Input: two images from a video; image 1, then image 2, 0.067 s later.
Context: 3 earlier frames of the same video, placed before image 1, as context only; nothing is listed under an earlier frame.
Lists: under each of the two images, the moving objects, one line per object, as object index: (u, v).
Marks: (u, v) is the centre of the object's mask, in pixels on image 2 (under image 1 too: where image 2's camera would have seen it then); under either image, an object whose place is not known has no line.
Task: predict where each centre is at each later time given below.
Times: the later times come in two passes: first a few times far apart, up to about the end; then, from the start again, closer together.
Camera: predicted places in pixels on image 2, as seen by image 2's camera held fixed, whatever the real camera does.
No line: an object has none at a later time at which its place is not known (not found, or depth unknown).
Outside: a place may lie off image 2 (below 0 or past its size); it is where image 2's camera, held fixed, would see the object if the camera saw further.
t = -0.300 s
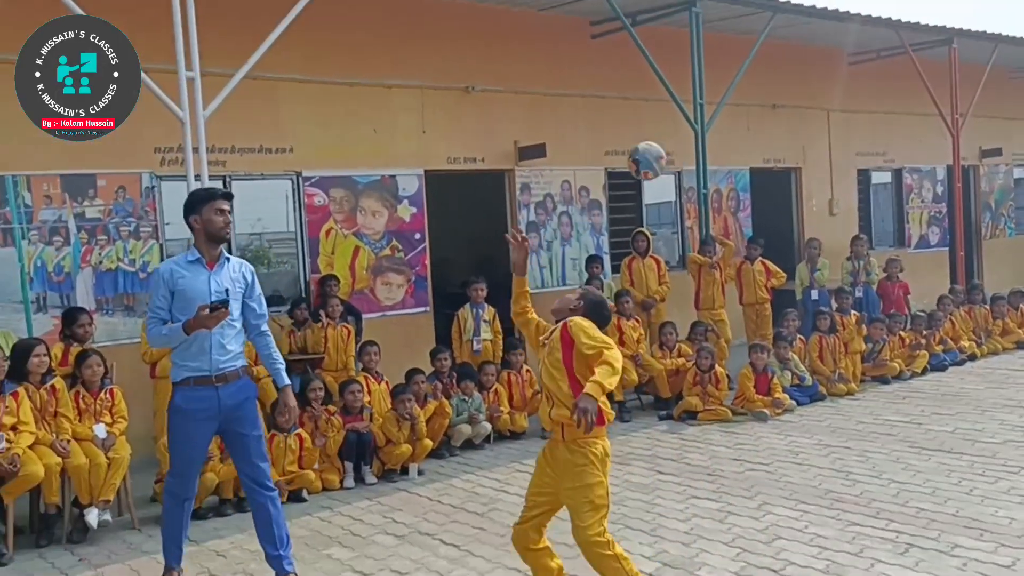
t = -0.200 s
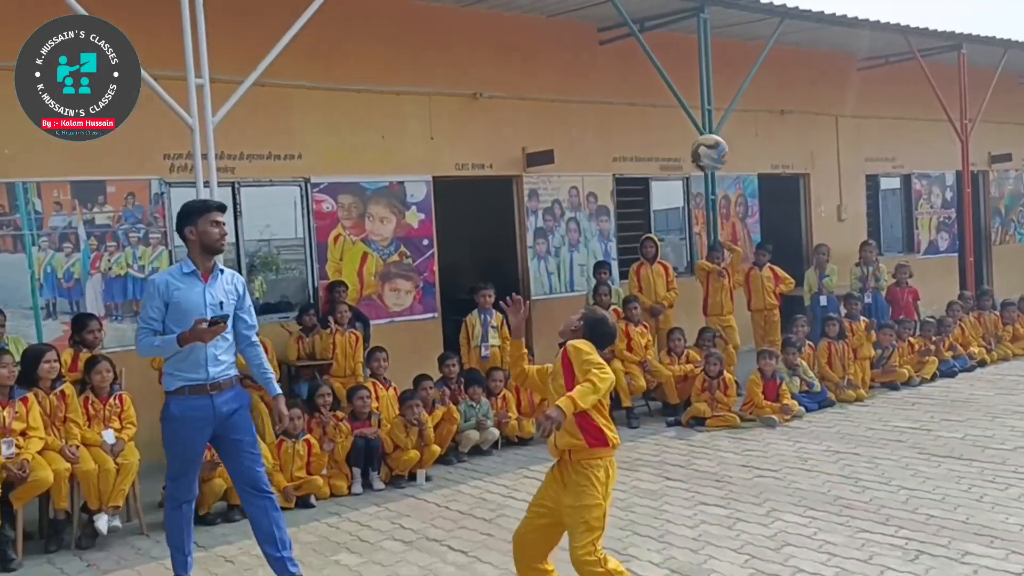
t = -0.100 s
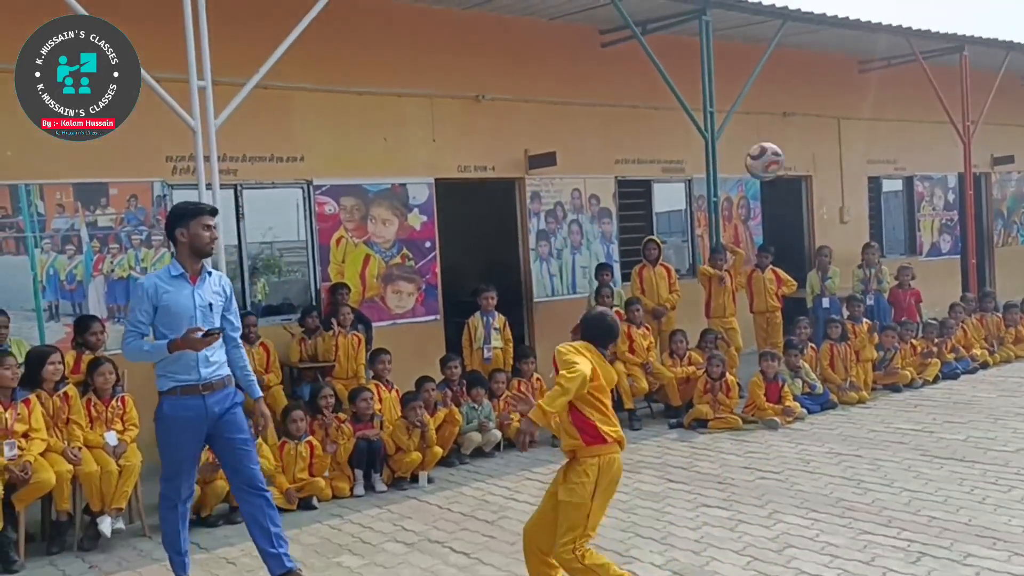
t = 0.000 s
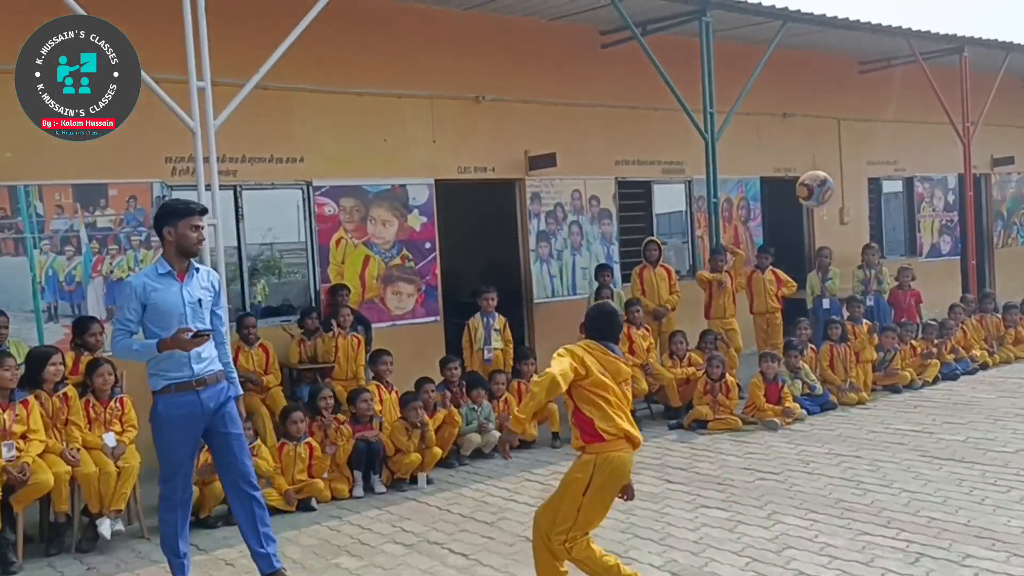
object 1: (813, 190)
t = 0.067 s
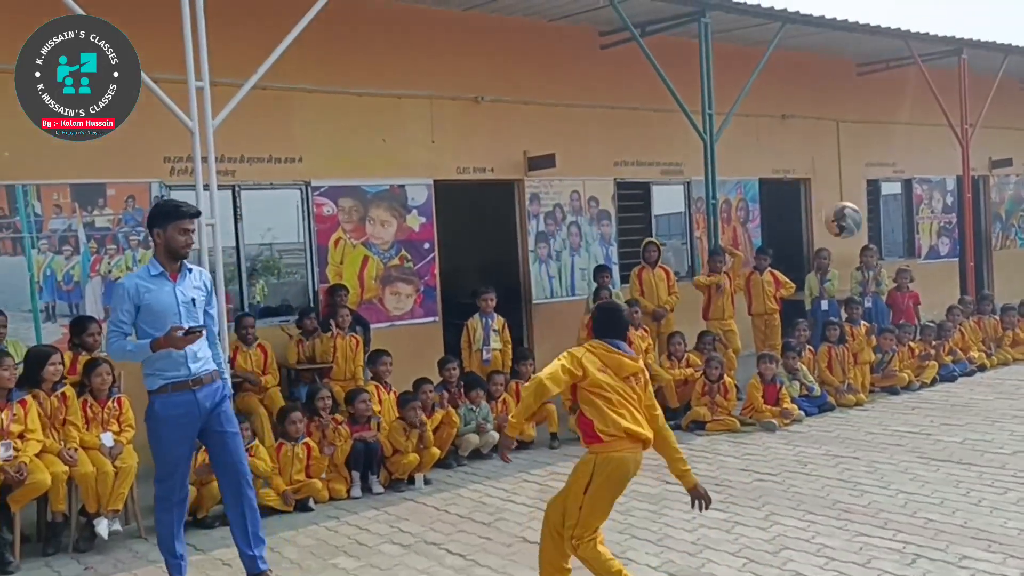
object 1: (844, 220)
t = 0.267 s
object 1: (931, 351)
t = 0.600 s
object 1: (1022, 382)
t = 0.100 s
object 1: (859, 237)
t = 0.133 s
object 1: (873, 256)
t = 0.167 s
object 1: (890, 277)
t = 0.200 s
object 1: (905, 301)
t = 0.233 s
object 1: (918, 324)
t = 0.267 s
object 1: (931, 351)
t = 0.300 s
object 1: (944, 379)
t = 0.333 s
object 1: (956, 408)
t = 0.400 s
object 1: (983, 471)
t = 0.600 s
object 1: (1022, 382)
